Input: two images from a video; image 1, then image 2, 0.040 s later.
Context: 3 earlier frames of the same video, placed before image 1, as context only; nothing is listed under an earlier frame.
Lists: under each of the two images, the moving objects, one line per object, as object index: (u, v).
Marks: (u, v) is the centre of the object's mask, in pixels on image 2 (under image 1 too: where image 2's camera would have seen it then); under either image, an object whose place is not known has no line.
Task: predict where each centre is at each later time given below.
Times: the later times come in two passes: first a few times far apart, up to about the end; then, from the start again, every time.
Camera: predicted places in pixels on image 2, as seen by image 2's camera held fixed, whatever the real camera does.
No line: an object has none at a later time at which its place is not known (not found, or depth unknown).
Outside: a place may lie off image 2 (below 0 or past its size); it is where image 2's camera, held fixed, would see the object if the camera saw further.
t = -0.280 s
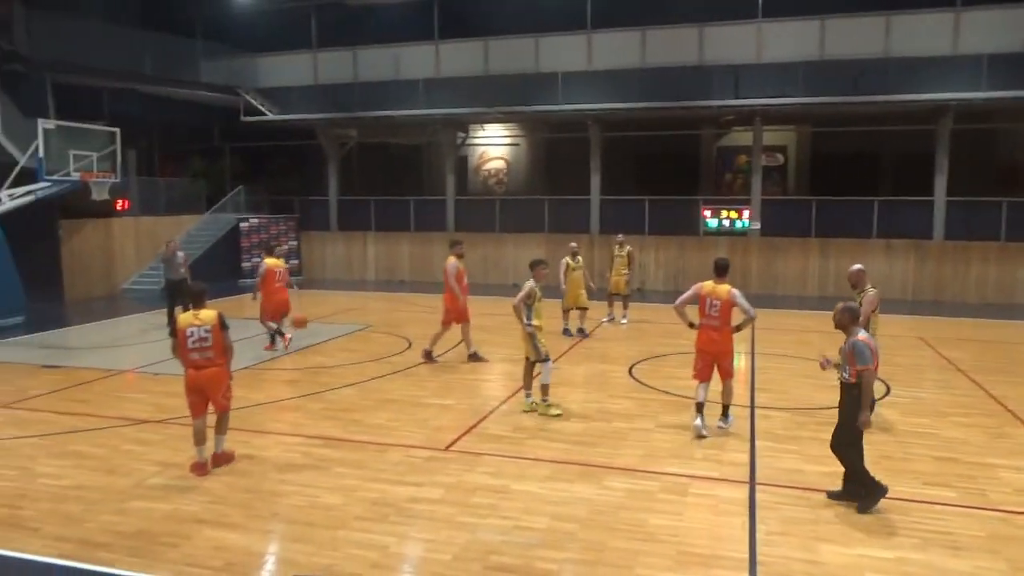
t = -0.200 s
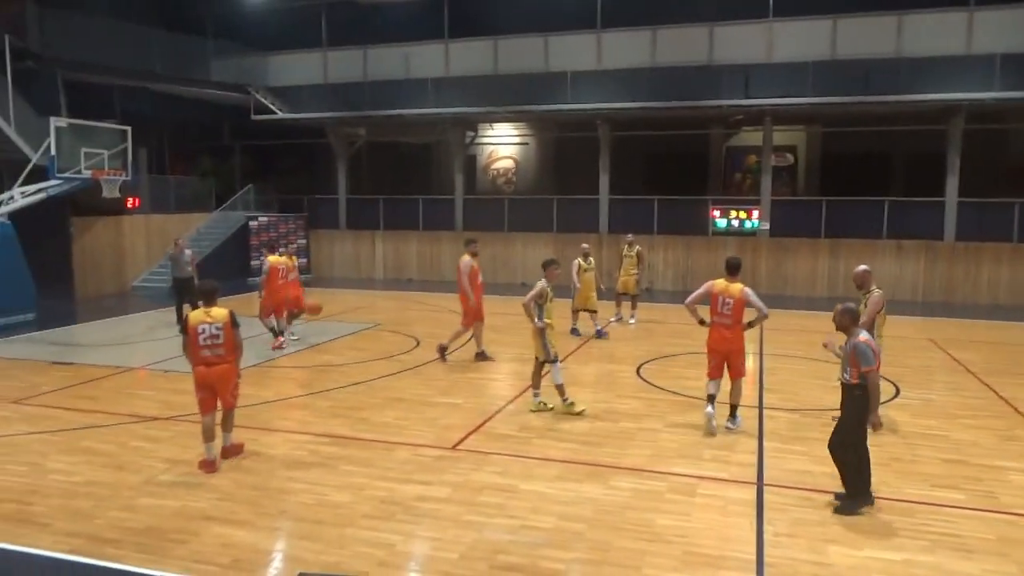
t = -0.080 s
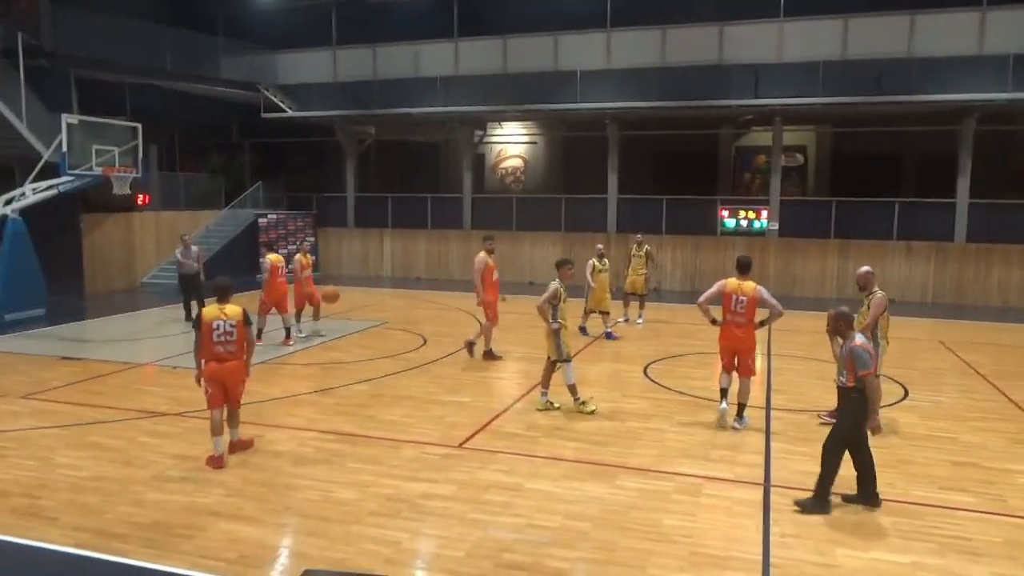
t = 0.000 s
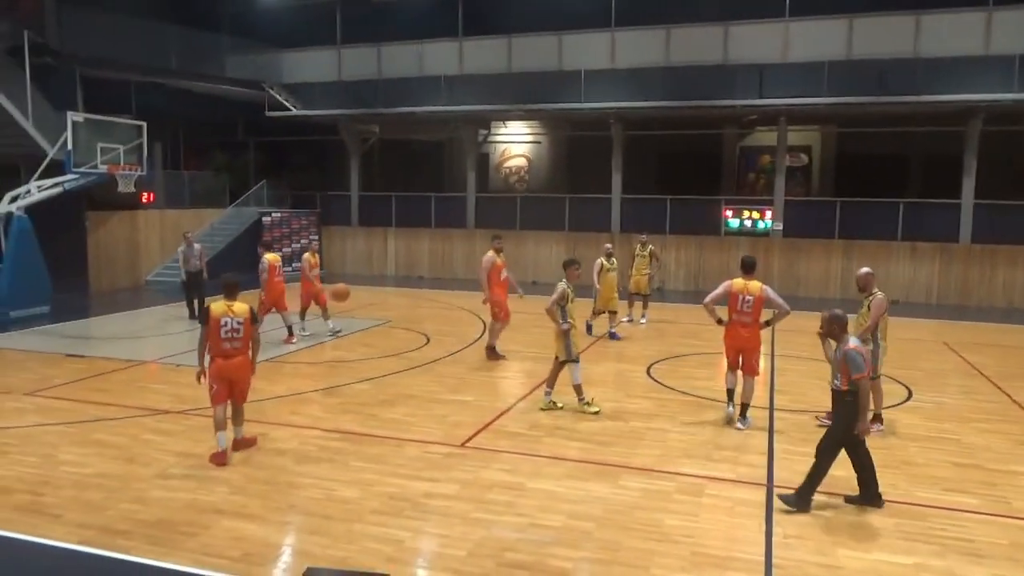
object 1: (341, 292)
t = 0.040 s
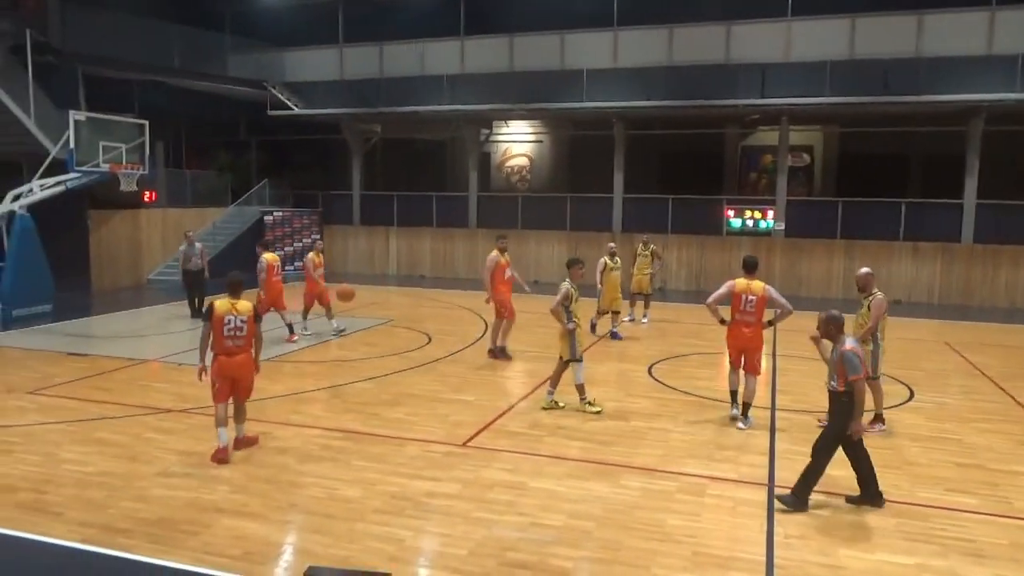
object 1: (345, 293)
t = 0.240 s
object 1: (364, 321)
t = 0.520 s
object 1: (394, 420)
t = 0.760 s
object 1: (427, 376)
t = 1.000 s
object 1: (468, 388)
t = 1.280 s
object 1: (526, 492)
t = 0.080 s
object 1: (348, 296)
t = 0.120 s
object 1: (352, 301)
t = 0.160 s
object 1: (356, 306)
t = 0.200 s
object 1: (360, 313)
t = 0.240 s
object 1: (364, 321)
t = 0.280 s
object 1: (368, 332)
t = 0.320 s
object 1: (372, 344)
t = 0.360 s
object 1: (376, 357)
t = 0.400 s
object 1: (379, 372)
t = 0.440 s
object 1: (384, 388)
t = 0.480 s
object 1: (389, 407)
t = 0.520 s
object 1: (394, 420)
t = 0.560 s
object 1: (399, 408)
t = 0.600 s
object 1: (404, 400)
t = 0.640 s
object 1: (410, 392)
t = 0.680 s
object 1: (415, 385)
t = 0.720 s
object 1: (421, 380)
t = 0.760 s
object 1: (427, 376)
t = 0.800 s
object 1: (433, 374)
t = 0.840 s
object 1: (440, 373)
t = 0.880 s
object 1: (447, 375)
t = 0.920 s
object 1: (454, 376)
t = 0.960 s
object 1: (461, 381)
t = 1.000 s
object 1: (468, 388)
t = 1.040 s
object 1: (476, 396)
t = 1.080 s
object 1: (484, 406)
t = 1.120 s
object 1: (491, 419)
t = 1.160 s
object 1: (500, 432)
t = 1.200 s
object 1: (509, 450)
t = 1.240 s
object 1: (517, 470)
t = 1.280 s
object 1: (526, 492)
